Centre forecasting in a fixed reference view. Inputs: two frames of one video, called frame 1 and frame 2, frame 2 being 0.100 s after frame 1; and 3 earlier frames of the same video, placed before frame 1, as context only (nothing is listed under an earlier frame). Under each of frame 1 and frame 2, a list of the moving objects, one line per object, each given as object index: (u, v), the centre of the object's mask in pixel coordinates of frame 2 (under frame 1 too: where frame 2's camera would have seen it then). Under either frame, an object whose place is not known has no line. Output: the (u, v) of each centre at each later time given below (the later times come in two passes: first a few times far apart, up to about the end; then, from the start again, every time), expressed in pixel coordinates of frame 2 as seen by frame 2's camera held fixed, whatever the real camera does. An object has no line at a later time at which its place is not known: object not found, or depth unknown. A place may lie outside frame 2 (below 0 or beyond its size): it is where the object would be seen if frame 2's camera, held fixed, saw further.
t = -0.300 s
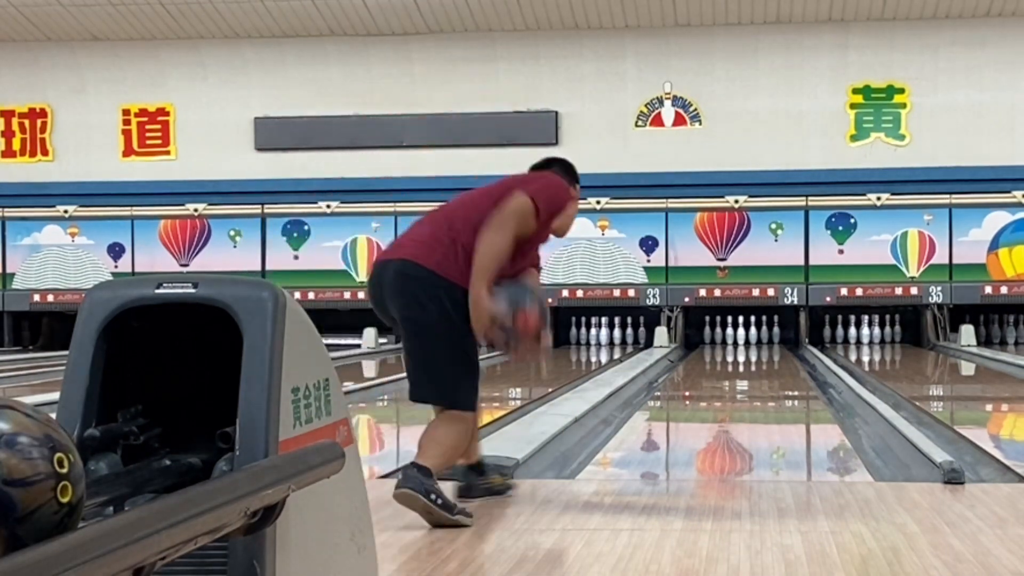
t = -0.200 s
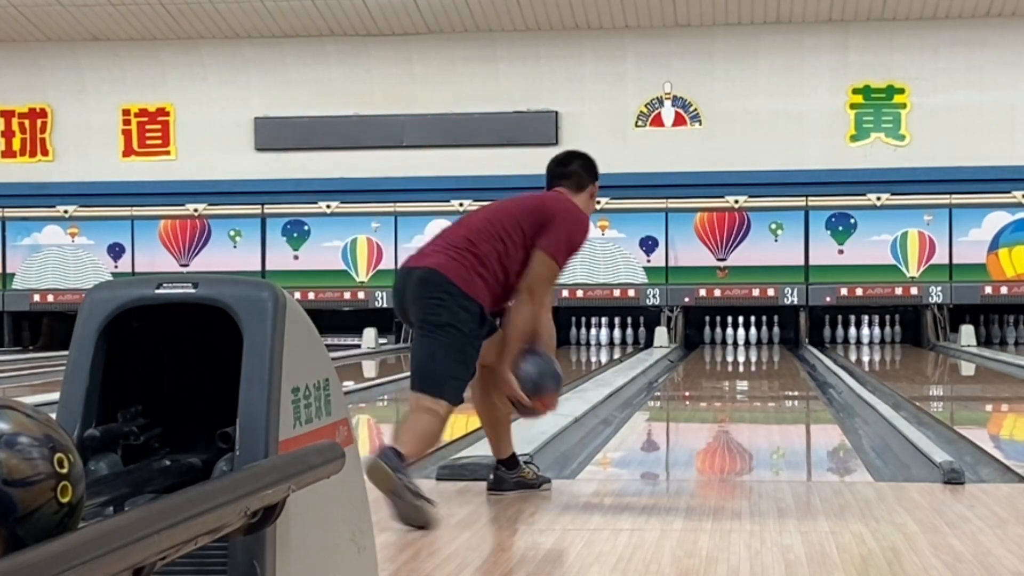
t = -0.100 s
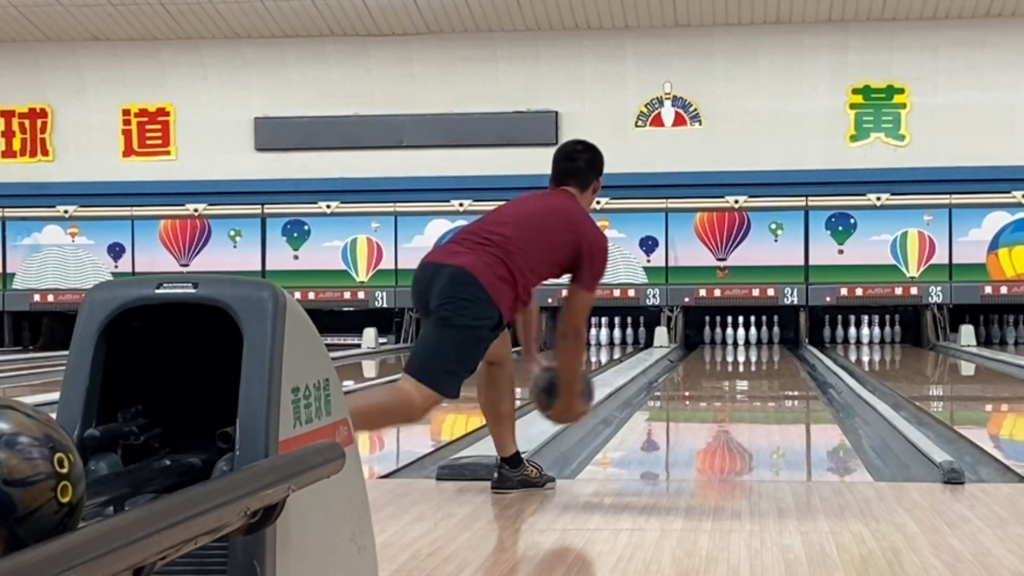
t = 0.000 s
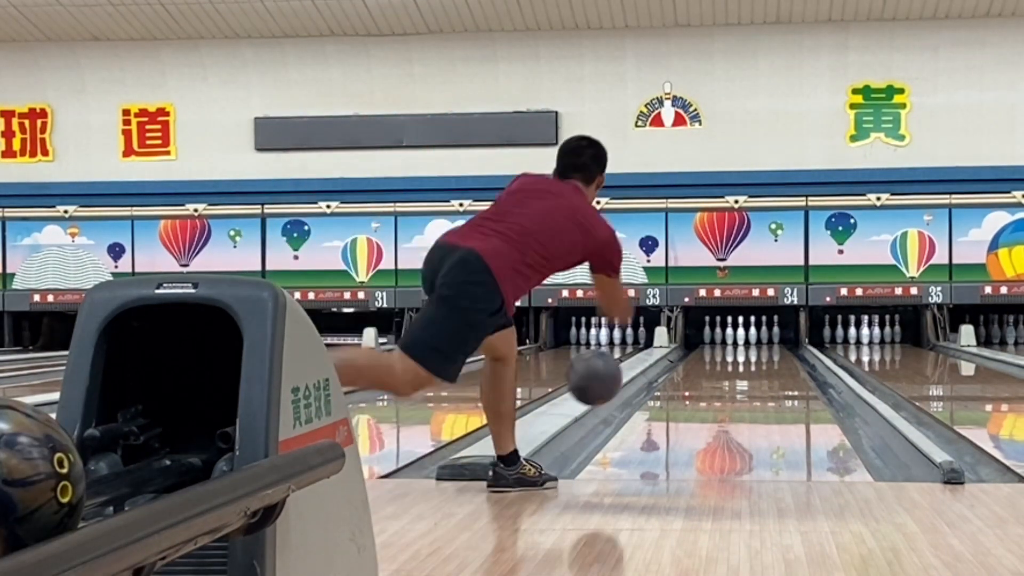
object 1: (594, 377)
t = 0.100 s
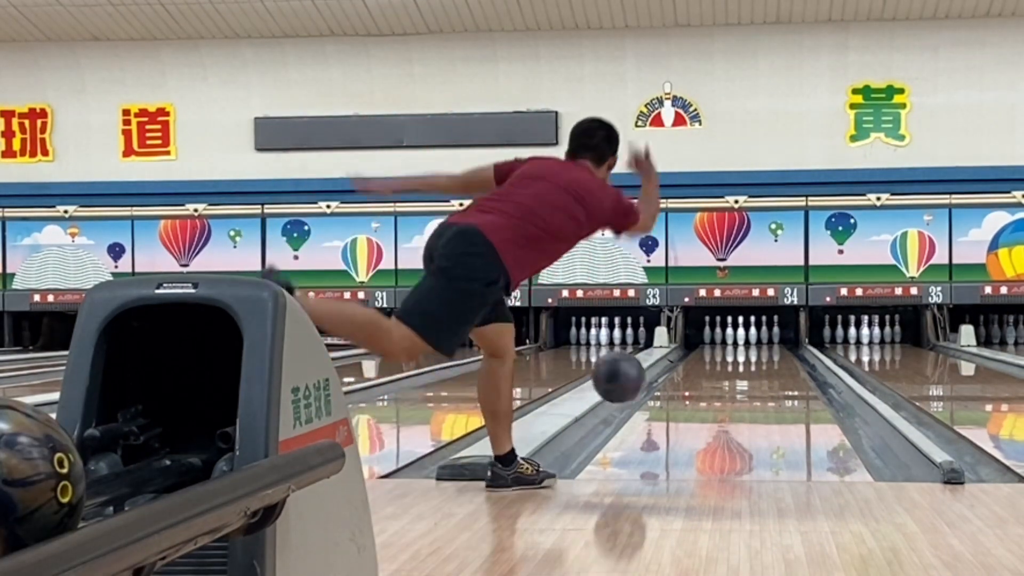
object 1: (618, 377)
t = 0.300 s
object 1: (657, 409)
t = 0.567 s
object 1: (693, 394)
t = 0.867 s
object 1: (720, 380)
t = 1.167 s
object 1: (738, 369)
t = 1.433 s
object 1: (750, 362)
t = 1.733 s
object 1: (760, 355)
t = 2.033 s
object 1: (766, 349)
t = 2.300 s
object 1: (769, 346)
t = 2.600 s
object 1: (766, 342)
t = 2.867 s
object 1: (757, 340)
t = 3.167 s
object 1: (745, 337)
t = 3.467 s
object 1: (738, 336)
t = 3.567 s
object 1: (734, 337)
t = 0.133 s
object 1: (625, 382)
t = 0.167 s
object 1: (632, 389)
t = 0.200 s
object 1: (639, 399)
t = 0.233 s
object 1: (646, 411)
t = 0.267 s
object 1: (652, 414)
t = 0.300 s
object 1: (657, 409)
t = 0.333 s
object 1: (662, 407)
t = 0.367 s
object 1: (668, 407)
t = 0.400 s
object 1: (673, 404)
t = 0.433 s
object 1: (678, 403)
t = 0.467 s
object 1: (681, 400)
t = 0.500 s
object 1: (686, 398)
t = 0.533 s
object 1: (689, 396)
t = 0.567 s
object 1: (693, 394)
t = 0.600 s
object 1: (697, 392)
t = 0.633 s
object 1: (700, 390)
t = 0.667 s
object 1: (703, 388)
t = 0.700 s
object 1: (706, 386)
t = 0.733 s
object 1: (709, 385)
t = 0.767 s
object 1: (712, 384)
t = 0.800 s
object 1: (714, 383)
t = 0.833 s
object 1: (717, 381)
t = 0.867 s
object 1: (720, 380)
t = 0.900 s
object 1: (722, 379)
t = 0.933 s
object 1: (724, 378)
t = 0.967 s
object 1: (726, 376)
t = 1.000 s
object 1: (729, 375)
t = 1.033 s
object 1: (731, 374)
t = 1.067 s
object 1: (732, 373)
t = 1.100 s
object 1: (734, 372)
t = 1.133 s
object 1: (736, 370)
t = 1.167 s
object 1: (738, 369)
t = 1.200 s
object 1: (740, 368)
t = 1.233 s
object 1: (742, 367)
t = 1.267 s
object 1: (743, 366)
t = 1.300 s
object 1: (745, 365)
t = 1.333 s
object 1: (746, 364)
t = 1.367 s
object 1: (747, 363)
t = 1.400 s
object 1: (748, 362)
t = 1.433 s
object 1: (750, 362)
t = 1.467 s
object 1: (751, 361)
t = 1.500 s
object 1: (752, 360)
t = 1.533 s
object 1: (754, 359)
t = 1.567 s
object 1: (755, 358)
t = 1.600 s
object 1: (756, 358)
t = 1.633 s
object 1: (757, 357)
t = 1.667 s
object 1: (758, 356)
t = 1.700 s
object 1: (759, 355)
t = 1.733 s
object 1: (760, 355)
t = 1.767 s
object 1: (760, 354)
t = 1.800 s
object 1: (761, 354)
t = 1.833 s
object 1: (762, 353)
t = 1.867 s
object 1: (763, 352)
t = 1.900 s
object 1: (764, 352)
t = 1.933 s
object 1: (764, 351)
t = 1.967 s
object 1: (765, 350)
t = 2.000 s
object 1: (766, 350)
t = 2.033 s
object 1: (766, 349)
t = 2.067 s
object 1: (767, 349)
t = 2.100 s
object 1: (768, 348)
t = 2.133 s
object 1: (767, 348)
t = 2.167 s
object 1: (768, 348)
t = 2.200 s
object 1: (768, 347)
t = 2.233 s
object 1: (768, 347)
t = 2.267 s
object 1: (769, 346)
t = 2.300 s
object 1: (769, 346)
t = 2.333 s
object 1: (768, 346)
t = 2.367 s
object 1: (768, 345)
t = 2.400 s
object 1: (768, 345)
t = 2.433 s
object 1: (767, 345)
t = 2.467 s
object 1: (768, 344)
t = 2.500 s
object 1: (767, 343)
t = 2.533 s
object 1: (767, 343)
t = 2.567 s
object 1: (766, 342)
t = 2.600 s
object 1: (766, 342)
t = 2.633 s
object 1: (765, 342)
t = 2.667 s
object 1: (764, 341)
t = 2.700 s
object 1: (763, 341)
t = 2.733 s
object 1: (762, 341)
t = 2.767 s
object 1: (760, 341)
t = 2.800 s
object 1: (759, 340)
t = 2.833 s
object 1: (758, 340)
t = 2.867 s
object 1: (757, 340)
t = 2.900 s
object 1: (756, 340)
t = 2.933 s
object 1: (754, 339)
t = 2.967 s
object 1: (753, 339)
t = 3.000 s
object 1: (751, 339)
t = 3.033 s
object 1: (750, 338)
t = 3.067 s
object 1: (749, 338)
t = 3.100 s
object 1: (748, 338)
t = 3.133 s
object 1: (746, 337)
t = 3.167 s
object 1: (745, 337)
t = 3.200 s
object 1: (745, 337)
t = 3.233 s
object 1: (745, 337)
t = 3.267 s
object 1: (743, 337)
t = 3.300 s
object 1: (741, 337)
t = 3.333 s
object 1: (741, 336)
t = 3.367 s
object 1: (740, 336)
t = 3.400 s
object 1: (740, 336)
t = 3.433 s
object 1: (739, 336)
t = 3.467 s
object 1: (738, 336)
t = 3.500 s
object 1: (738, 336)
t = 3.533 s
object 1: (735, 337)
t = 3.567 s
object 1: (734, 337)
